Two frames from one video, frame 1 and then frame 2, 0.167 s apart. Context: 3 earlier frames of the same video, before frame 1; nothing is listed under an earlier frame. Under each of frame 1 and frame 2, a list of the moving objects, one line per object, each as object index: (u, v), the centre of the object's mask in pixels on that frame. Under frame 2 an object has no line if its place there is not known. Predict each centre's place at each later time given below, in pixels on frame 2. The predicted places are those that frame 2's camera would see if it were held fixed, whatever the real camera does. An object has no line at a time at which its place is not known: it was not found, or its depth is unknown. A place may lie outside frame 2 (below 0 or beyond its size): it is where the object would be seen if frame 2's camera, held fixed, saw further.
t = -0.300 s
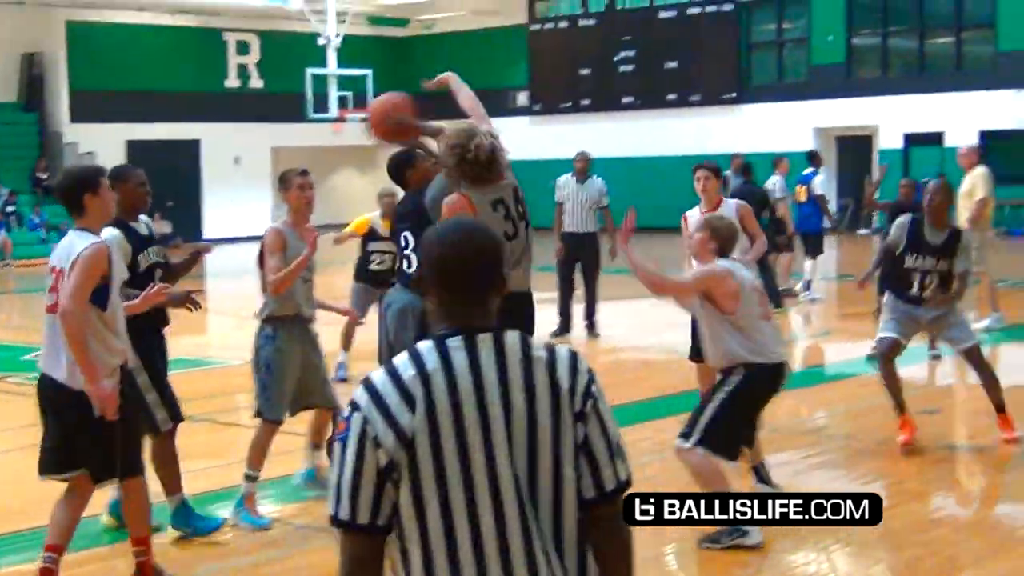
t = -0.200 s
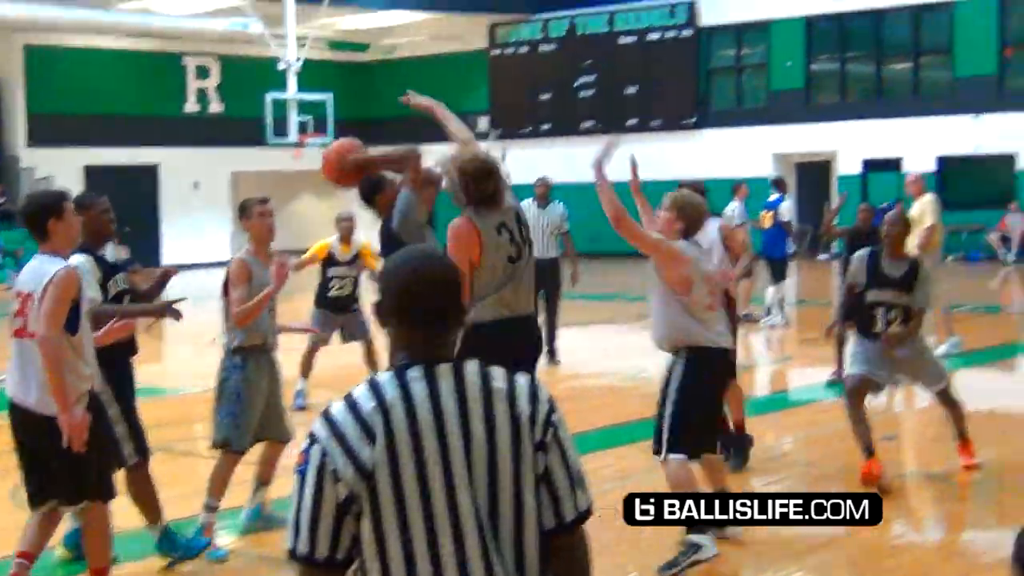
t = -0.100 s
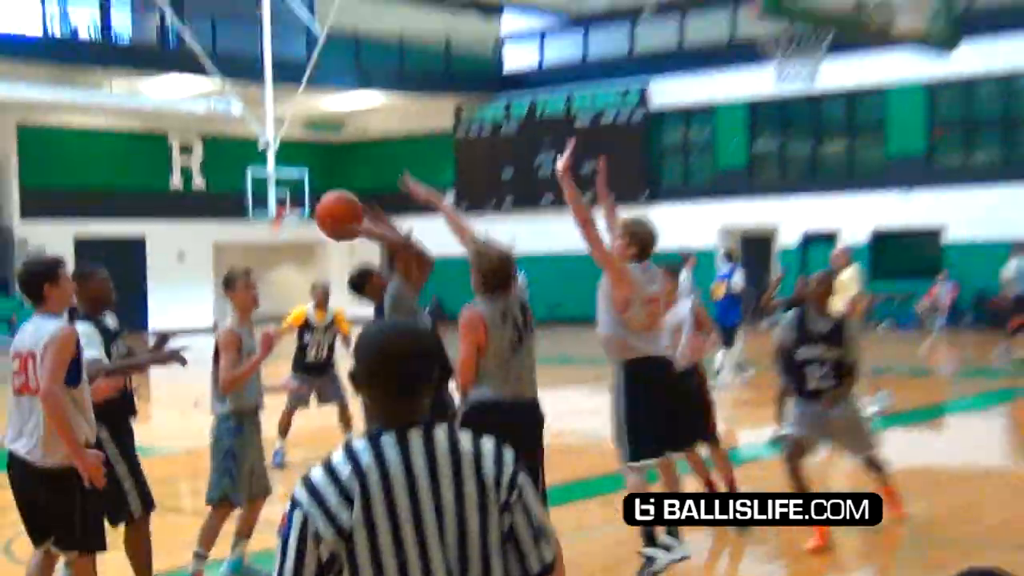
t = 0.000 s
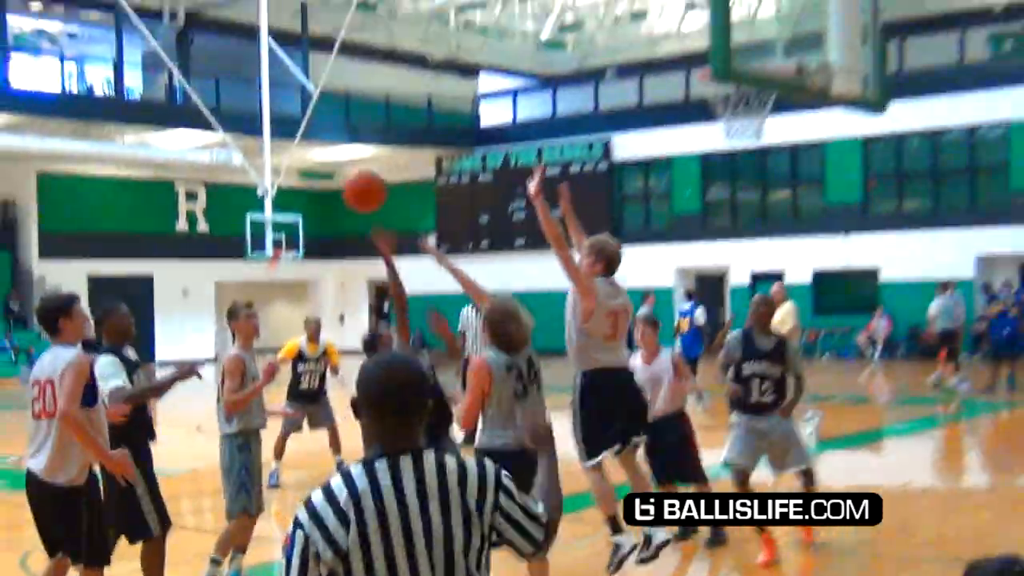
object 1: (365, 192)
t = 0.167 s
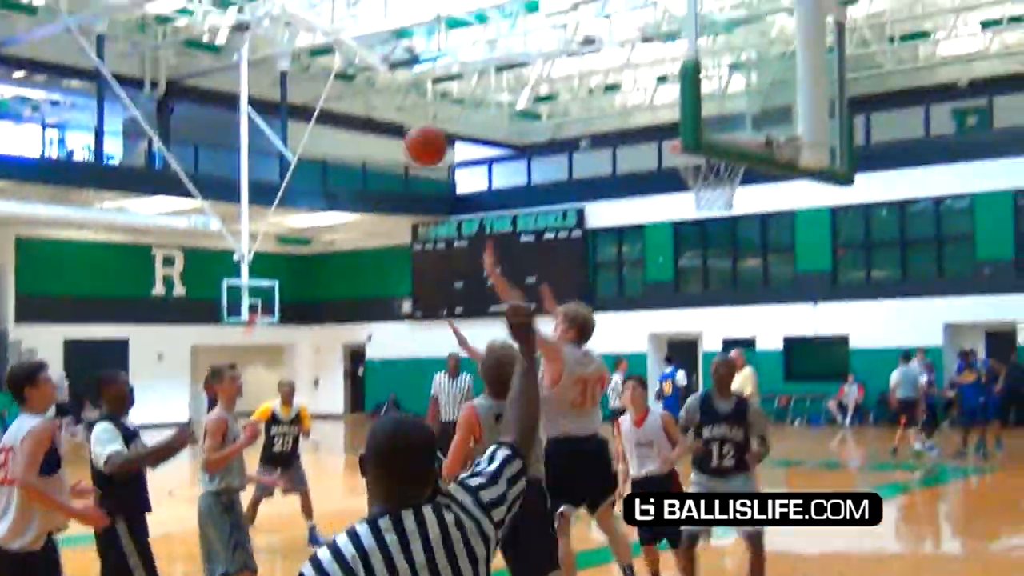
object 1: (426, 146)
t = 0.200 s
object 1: (445, 126)
